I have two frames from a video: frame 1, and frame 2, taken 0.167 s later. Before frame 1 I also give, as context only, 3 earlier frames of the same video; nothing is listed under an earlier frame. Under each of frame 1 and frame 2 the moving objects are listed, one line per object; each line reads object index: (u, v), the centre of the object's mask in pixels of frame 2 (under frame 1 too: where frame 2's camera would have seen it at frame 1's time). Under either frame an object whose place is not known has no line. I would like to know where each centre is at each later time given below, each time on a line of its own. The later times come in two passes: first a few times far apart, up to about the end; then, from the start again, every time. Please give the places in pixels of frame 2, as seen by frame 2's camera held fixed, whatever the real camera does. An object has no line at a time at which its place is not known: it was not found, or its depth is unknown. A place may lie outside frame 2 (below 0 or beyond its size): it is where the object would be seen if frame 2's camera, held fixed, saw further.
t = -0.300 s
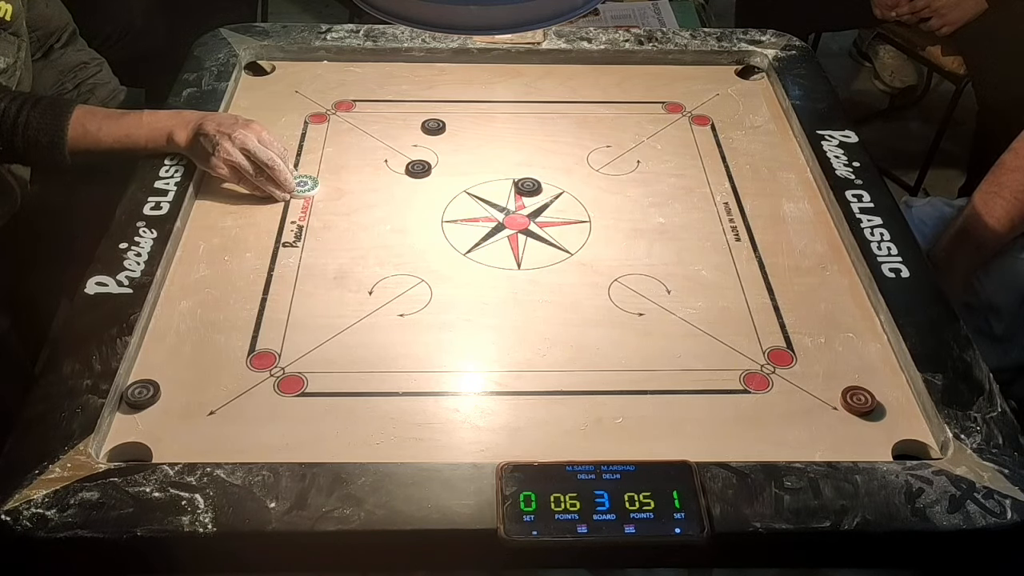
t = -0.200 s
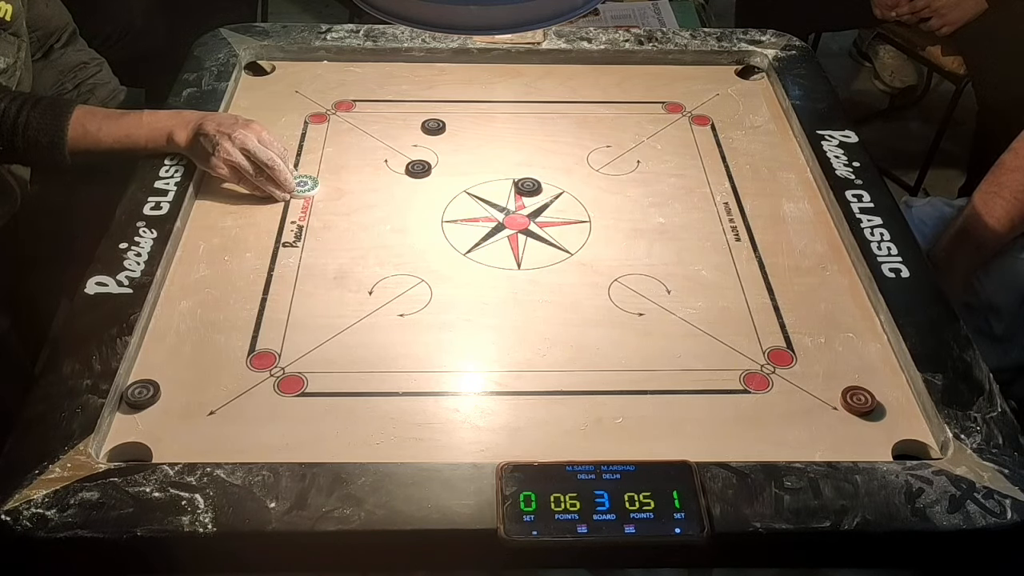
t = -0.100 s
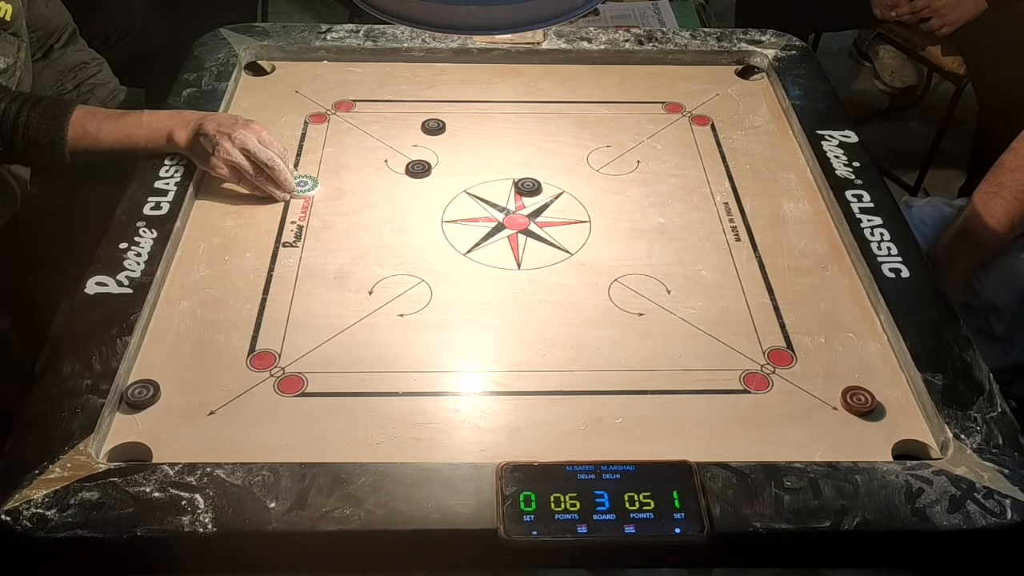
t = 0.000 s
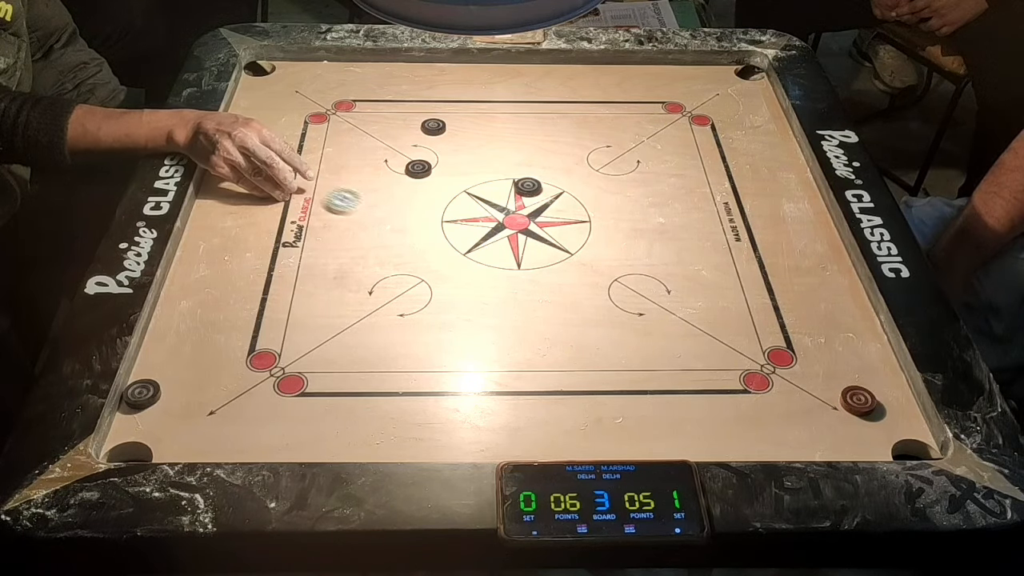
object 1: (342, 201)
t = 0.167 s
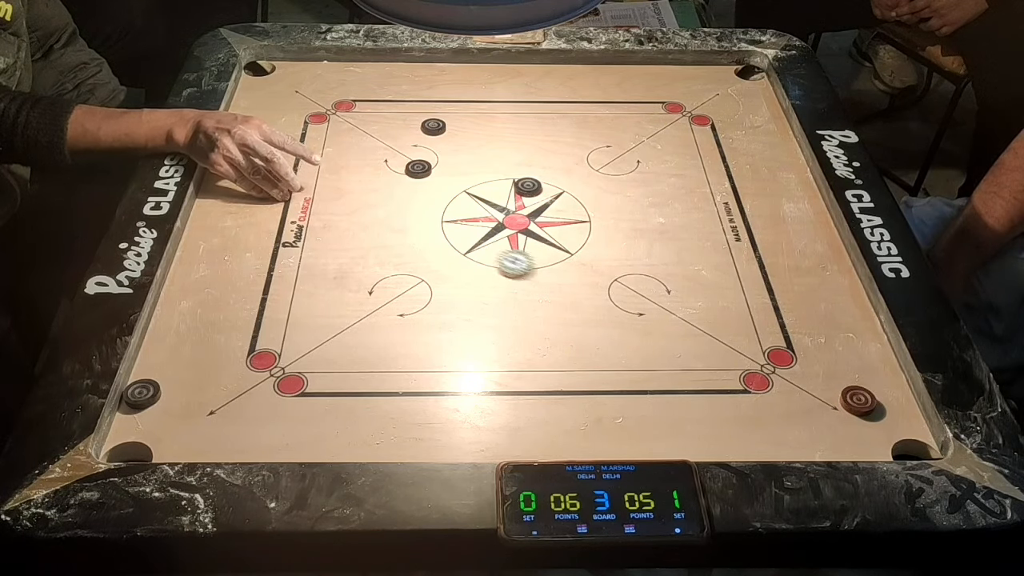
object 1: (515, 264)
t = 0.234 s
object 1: (582, 288)
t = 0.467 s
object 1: (809, 367)
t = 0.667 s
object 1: (867, 386)
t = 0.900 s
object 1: (838, 387)
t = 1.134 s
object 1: (838, 387)
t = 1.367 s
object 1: (838, 387)
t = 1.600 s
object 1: (838, 387)
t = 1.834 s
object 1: (838, 387)
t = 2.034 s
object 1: (838, 387)
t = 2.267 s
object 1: (838, 387)
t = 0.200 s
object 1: (549, 276)
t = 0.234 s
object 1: (582, 288)
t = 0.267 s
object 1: (617, 300)
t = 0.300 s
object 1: (649, 312)
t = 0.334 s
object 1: (683, 323)
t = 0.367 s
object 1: (716, 335)
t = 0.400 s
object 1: (747, 346)
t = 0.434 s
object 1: (778, 357)
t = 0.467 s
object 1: (809, 367)
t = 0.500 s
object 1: (836, 376)
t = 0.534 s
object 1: (854, 379)
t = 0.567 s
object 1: (872, 382)
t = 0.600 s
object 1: (887, 384)
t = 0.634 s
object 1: (878, 385)
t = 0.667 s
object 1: (867, 386)
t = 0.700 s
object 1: (858, 386)
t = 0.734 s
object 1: (851, 387)
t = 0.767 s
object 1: (845, 387)
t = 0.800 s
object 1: (841, 387)
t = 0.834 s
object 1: (839, 387)
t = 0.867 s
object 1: (838, 387)
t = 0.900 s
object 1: (838, 387)
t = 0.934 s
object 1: (838, 387)
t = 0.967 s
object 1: (838, 387)
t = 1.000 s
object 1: (838, 387)
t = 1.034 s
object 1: (838, 387)
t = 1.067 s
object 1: (838, 387)
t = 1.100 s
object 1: (838, 387)
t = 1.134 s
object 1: (838, 387)
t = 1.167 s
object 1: (838, 387)
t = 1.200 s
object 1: (838, 387)
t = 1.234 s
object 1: (838, 387)
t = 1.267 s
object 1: (838, 387)
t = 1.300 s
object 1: (838, 387)
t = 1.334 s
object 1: (838, 387)
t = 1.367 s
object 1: (838, 387)
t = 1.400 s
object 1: (838, 387)
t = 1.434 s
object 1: (838, 387)
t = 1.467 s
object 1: (838, 387)
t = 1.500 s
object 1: (838, 387)
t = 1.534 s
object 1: (838, 387)
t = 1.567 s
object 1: (838, 387)
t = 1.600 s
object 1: (838, 387)
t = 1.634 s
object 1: (838, 387)
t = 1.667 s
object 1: (838, 387)
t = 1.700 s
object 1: (838, 387)
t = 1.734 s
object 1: (838, 387)
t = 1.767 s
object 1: (838, 387)
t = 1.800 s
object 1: (838, 387)
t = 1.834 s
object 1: (838, 387)
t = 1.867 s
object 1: (838, 387)
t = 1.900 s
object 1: (838, 387)
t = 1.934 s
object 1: (838, 387)
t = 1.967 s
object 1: (838, 387)
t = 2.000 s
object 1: (838, 387)
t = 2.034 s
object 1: (838, 387)
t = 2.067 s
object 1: (838, 387)
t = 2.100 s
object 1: (838, 387)
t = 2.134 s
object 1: (838, 387)
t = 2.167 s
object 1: (838, 387)
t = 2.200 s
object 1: (838, 387)
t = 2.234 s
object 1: (838, 387)
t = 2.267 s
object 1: (838, 387)
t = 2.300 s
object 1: (838, 387)
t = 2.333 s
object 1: (838, 387)
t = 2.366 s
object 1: (838, 387)
